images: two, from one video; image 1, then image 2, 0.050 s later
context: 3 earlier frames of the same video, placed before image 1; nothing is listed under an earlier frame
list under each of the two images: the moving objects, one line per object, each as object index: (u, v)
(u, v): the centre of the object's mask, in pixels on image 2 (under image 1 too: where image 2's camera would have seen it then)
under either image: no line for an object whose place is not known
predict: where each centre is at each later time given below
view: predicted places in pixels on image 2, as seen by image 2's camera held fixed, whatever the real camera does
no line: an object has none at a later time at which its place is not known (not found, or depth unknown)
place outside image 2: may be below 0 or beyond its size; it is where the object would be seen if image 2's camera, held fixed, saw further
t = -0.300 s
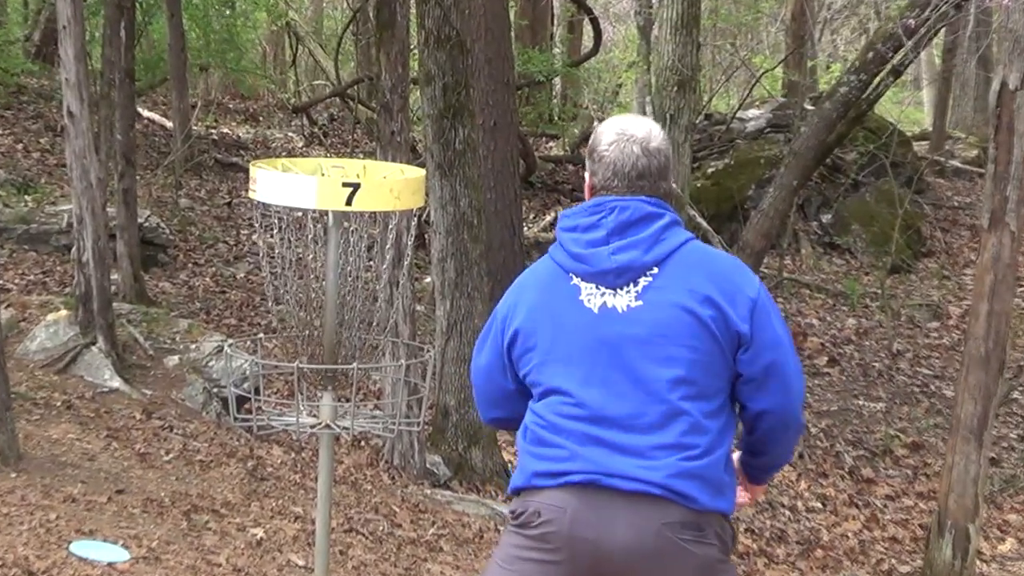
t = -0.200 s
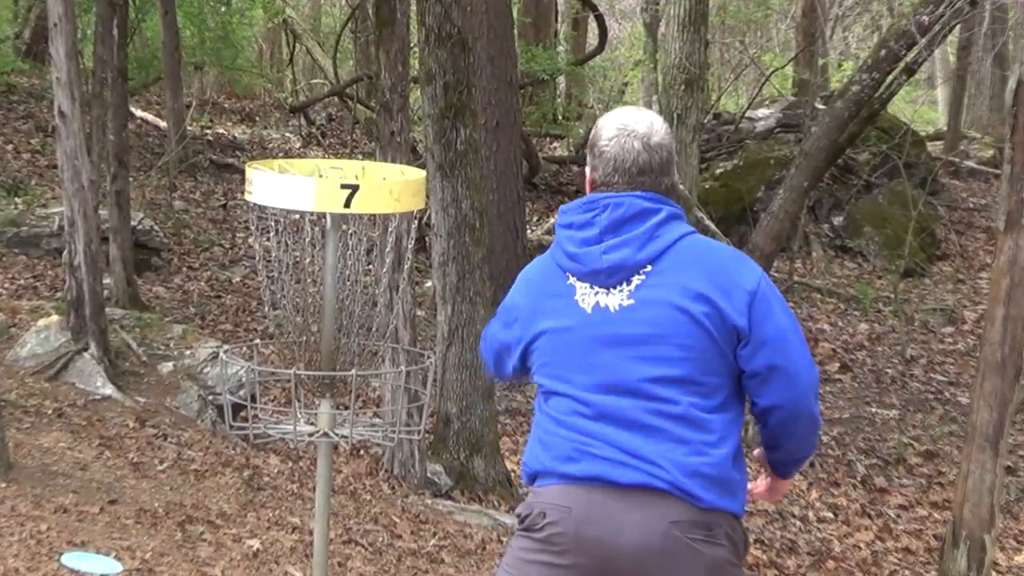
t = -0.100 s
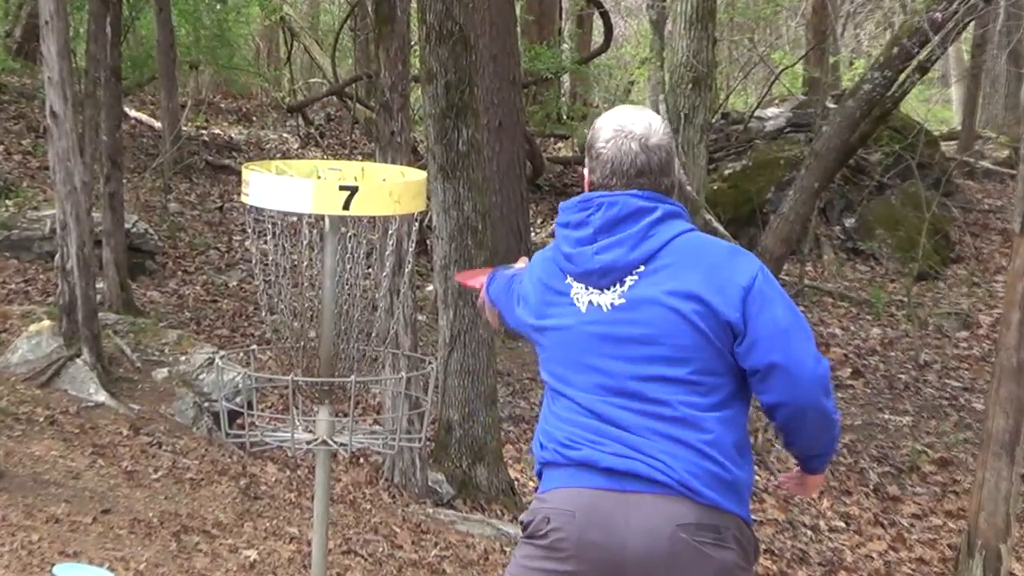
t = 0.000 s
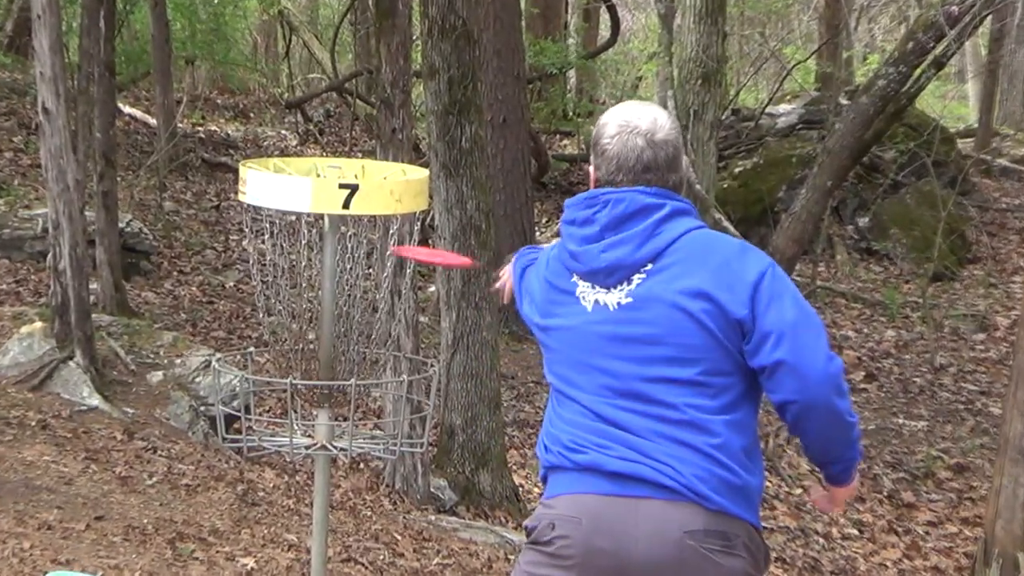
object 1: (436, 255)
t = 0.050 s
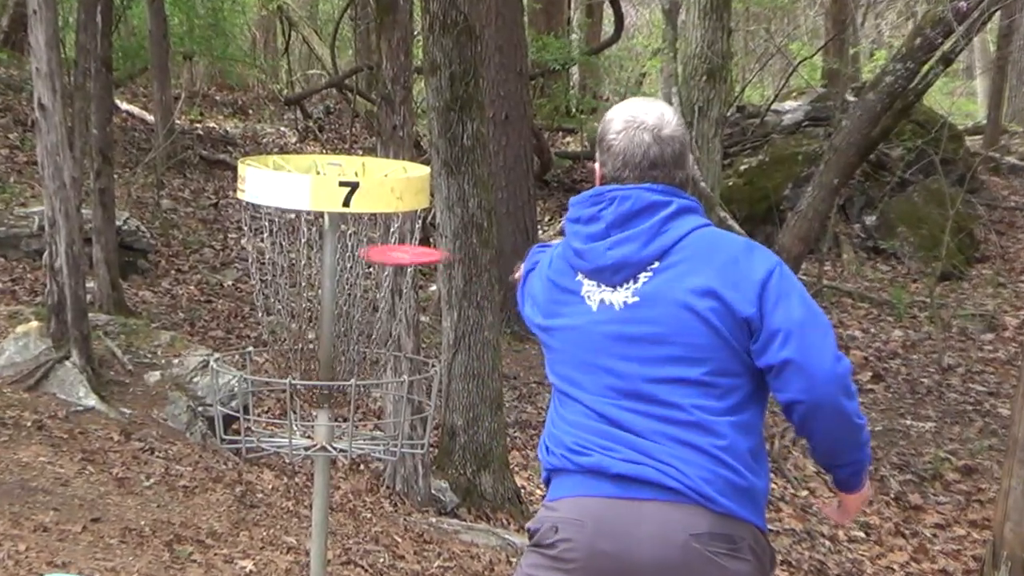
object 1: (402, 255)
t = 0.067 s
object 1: (392, 255)
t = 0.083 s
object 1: (382, 258)
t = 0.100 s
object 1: (371, 260)
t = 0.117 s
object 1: (362, 264)
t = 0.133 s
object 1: (351, 267)
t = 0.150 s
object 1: (342, 273)
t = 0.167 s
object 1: (333, 278)
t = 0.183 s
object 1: (323, 283)
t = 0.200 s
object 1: (314, 290)
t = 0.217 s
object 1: (310, 296)
